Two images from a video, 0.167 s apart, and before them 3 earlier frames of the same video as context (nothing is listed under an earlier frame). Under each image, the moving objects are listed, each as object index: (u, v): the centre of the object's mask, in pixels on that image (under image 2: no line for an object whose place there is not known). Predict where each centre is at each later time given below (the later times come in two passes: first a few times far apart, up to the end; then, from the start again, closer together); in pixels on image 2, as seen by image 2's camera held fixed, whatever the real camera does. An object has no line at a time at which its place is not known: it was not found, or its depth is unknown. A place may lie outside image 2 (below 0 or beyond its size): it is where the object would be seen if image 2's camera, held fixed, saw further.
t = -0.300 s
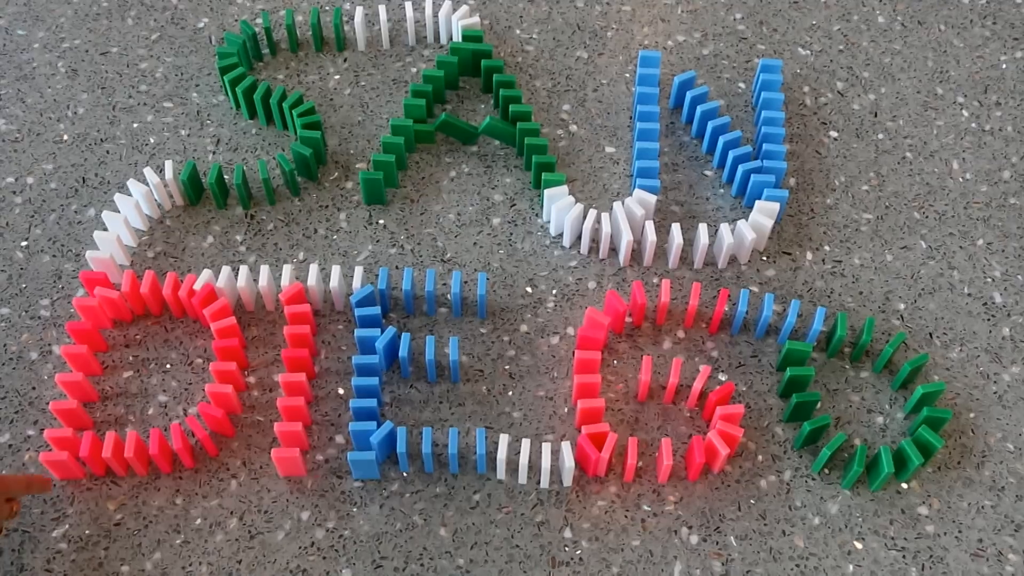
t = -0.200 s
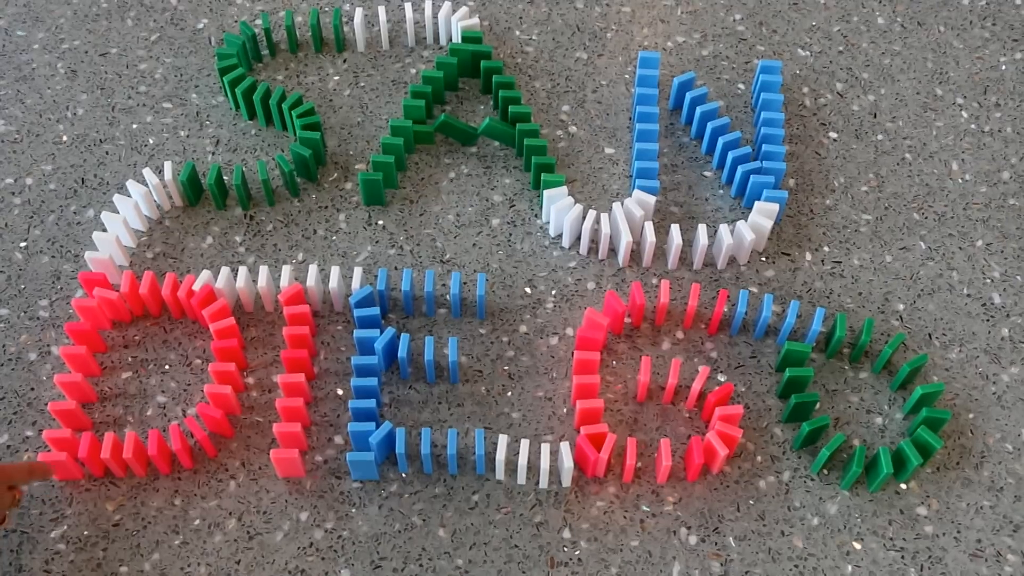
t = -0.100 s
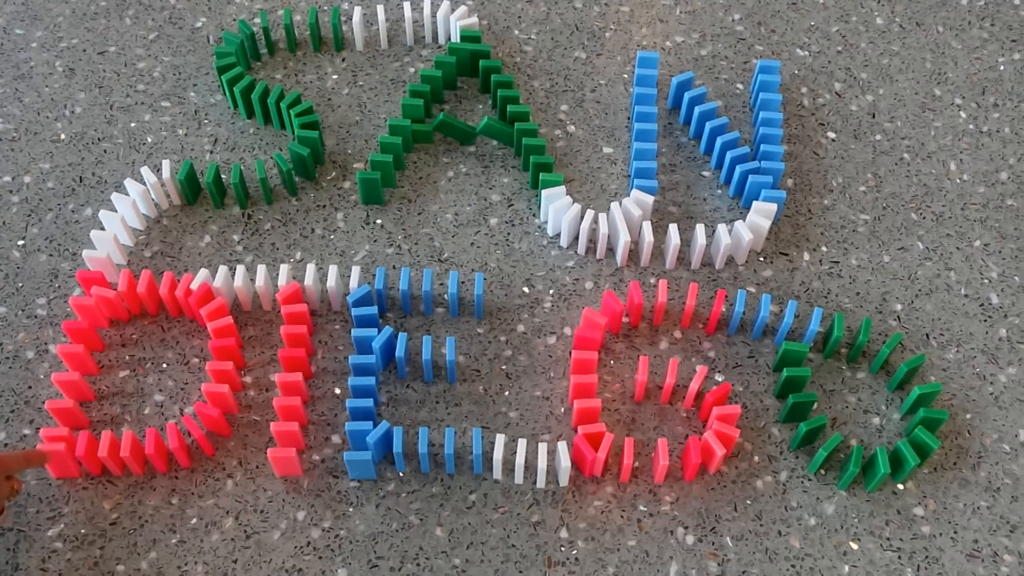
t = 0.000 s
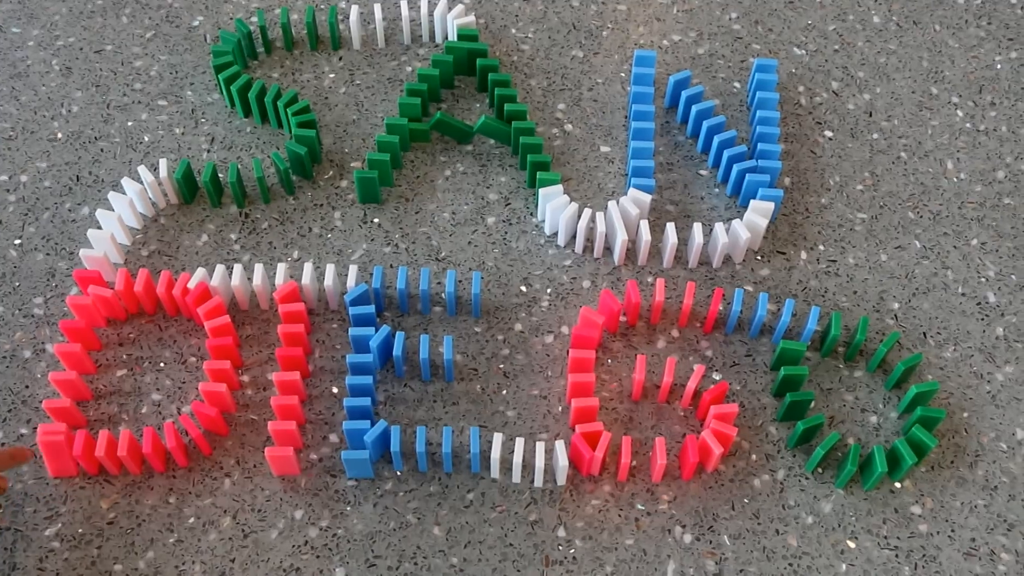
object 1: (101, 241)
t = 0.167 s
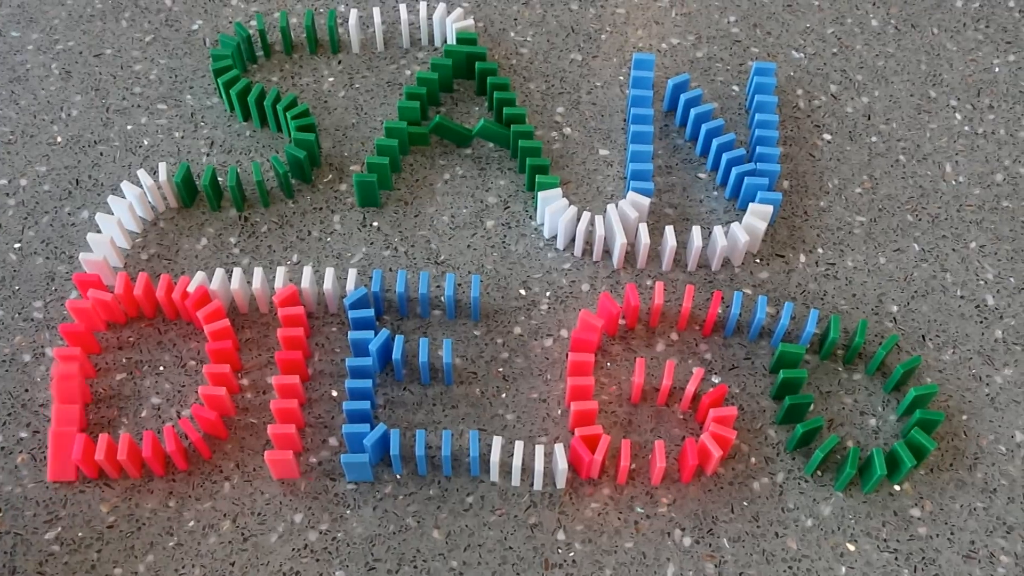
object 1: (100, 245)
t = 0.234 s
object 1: (100, 244)
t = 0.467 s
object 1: (113, 229)
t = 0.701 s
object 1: (113, 229)
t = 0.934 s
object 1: (113, 229)
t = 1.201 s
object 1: (113, 228)
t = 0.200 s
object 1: (101, 245)
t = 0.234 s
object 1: (100, 244)
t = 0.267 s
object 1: (101, 245)
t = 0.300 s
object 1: (99, 244)
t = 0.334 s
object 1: (98, 240)
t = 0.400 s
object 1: (107, 241)
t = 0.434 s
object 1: (113, 227)
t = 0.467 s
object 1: (113, 229)
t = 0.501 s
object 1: (114, 229)
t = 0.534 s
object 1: (113, 228)
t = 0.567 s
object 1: (113, 229)
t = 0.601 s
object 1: (113, 229)
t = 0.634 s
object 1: (114, 229)
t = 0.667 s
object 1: (113, 228)
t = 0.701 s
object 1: (113, 229)
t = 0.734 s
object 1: (113, 229)
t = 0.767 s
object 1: (113, 229)
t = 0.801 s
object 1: (113, 229)
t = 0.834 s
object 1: (113, 229)
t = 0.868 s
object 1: (113, 229)
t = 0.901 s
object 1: (113, 229)
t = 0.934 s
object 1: (113, 229)
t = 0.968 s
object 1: (113, 229)
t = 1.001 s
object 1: (113, 229)
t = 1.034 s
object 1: (113, 229)
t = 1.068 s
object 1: (113, 229)
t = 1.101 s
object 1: (113, 229)
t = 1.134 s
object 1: (113, 229)
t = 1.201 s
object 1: (113, 228)
